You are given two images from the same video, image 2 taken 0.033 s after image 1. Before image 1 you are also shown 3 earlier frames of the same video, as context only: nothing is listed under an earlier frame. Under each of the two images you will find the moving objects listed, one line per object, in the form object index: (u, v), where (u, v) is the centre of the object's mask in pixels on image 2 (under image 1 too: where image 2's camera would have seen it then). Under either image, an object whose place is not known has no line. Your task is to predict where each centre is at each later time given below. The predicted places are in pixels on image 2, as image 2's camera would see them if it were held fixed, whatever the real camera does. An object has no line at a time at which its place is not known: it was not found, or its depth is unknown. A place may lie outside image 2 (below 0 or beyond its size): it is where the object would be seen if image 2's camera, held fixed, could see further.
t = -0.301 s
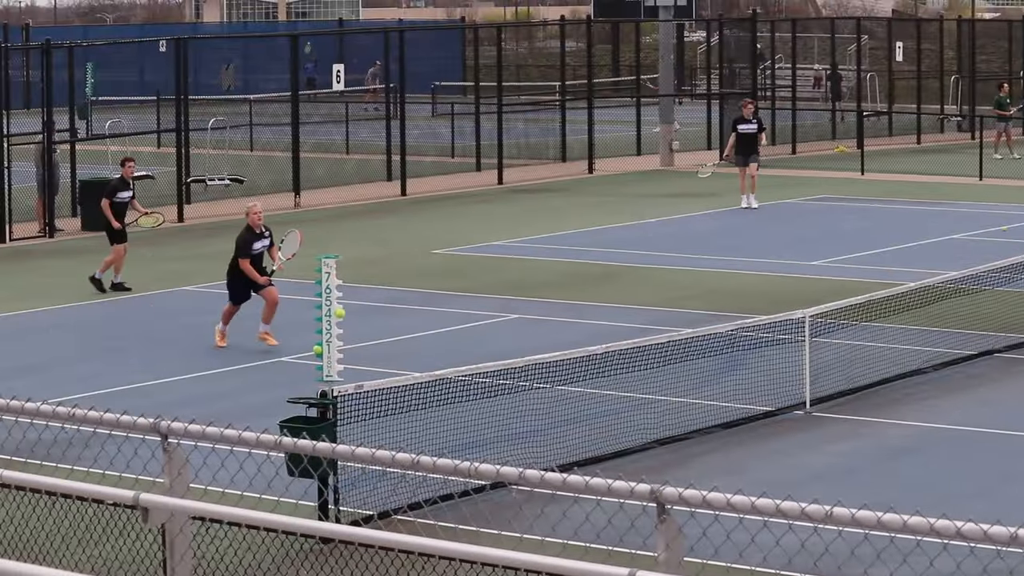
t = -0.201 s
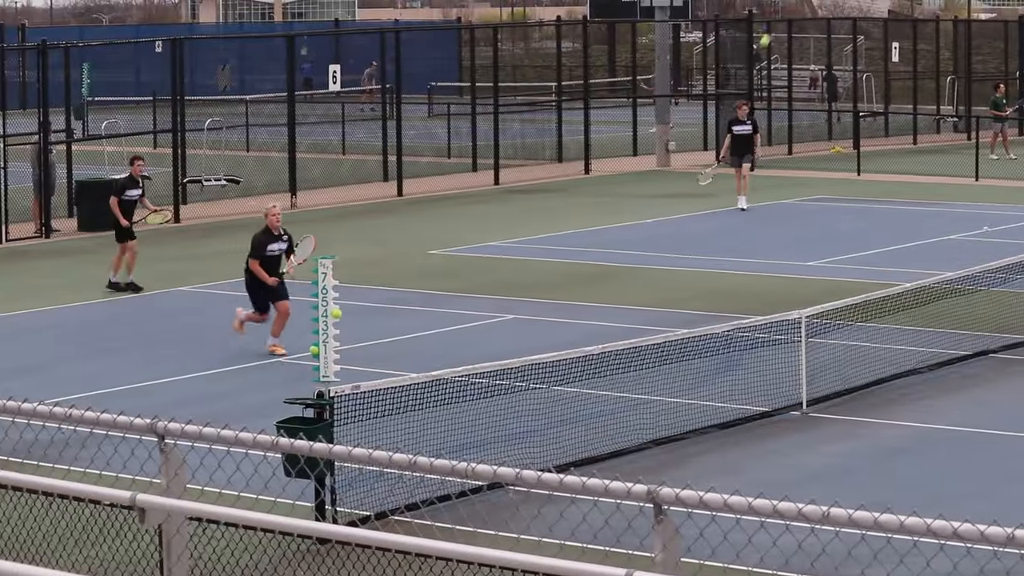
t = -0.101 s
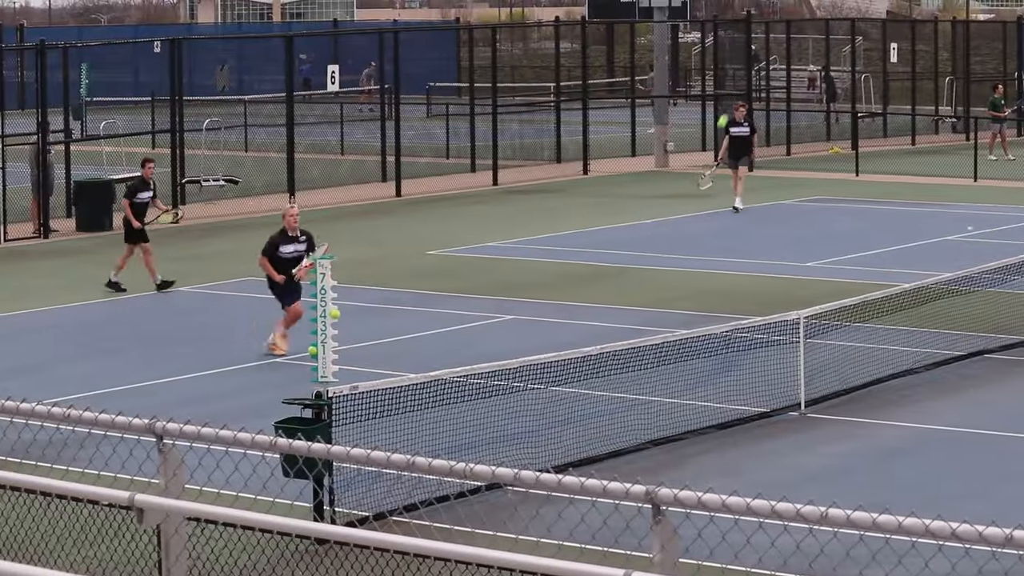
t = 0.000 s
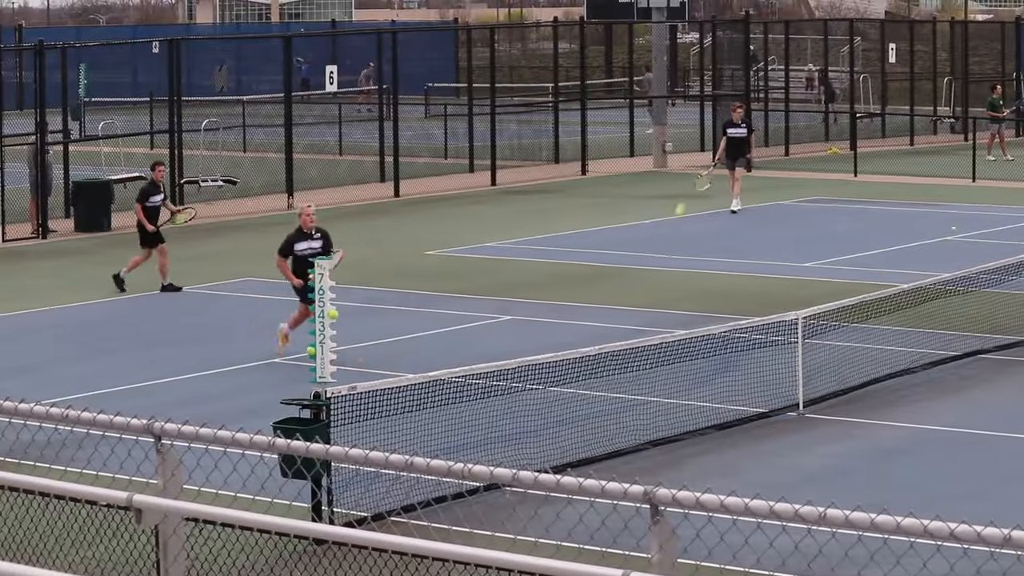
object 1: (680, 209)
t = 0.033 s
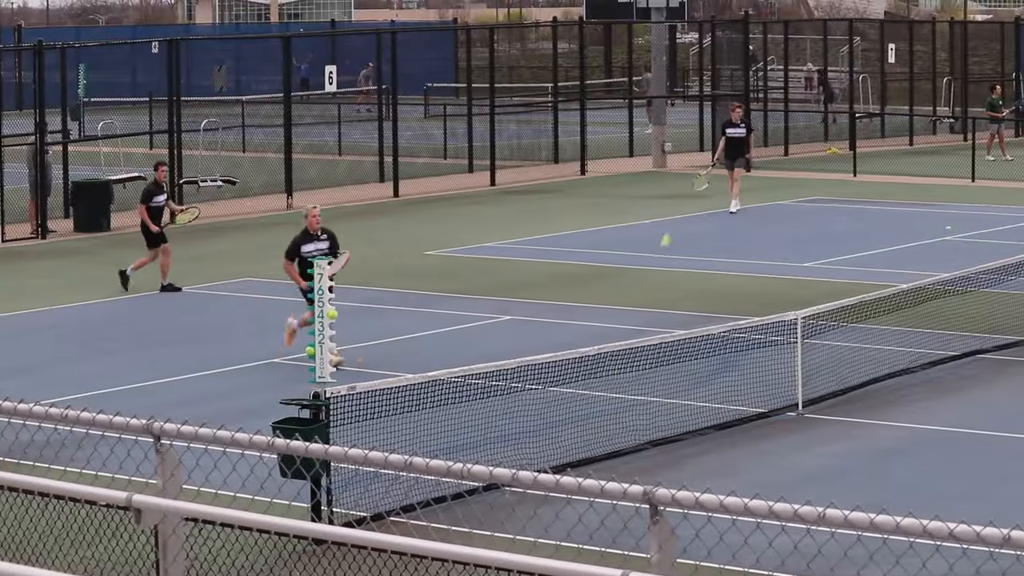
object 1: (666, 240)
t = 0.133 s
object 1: (625, 337)
